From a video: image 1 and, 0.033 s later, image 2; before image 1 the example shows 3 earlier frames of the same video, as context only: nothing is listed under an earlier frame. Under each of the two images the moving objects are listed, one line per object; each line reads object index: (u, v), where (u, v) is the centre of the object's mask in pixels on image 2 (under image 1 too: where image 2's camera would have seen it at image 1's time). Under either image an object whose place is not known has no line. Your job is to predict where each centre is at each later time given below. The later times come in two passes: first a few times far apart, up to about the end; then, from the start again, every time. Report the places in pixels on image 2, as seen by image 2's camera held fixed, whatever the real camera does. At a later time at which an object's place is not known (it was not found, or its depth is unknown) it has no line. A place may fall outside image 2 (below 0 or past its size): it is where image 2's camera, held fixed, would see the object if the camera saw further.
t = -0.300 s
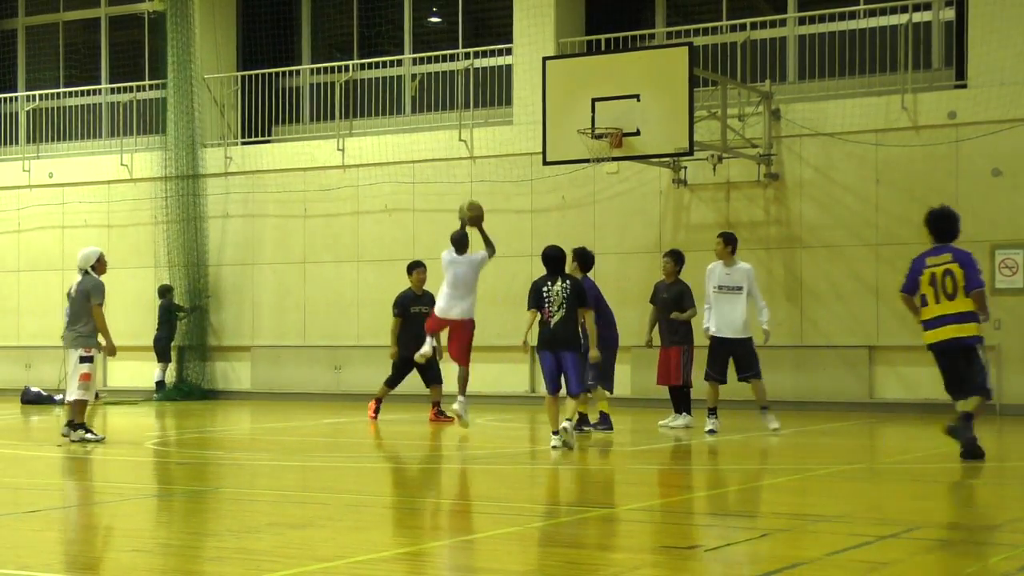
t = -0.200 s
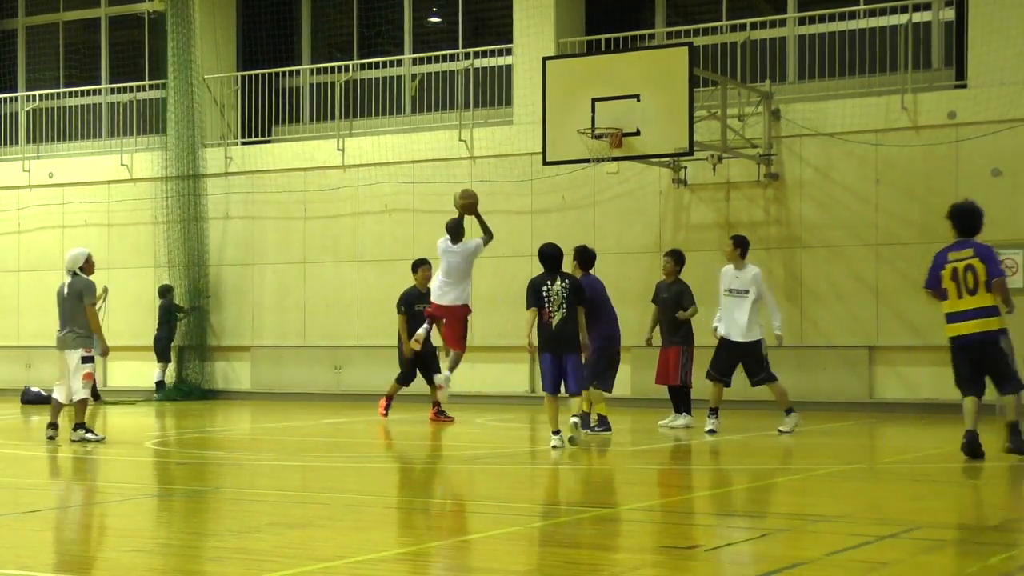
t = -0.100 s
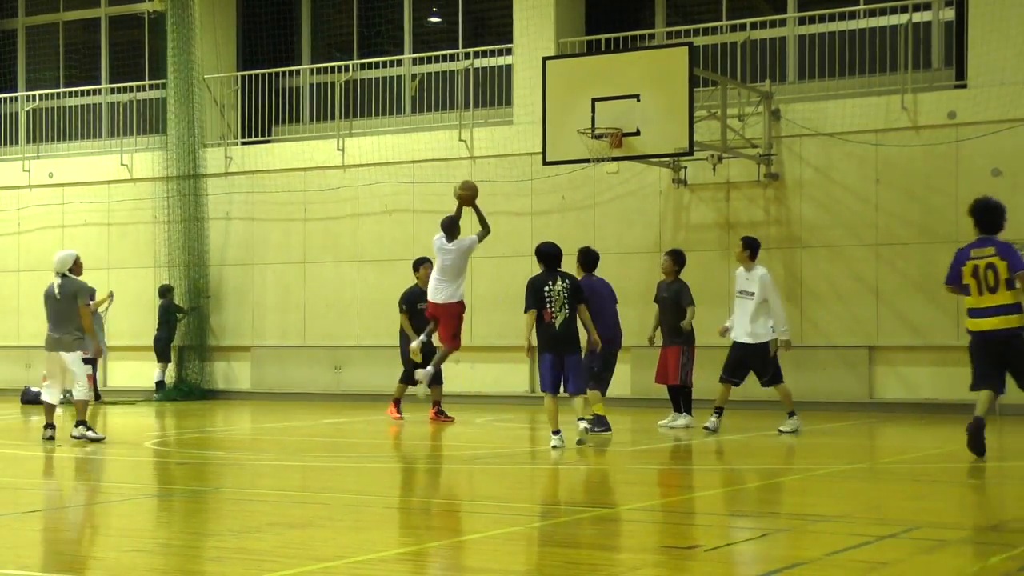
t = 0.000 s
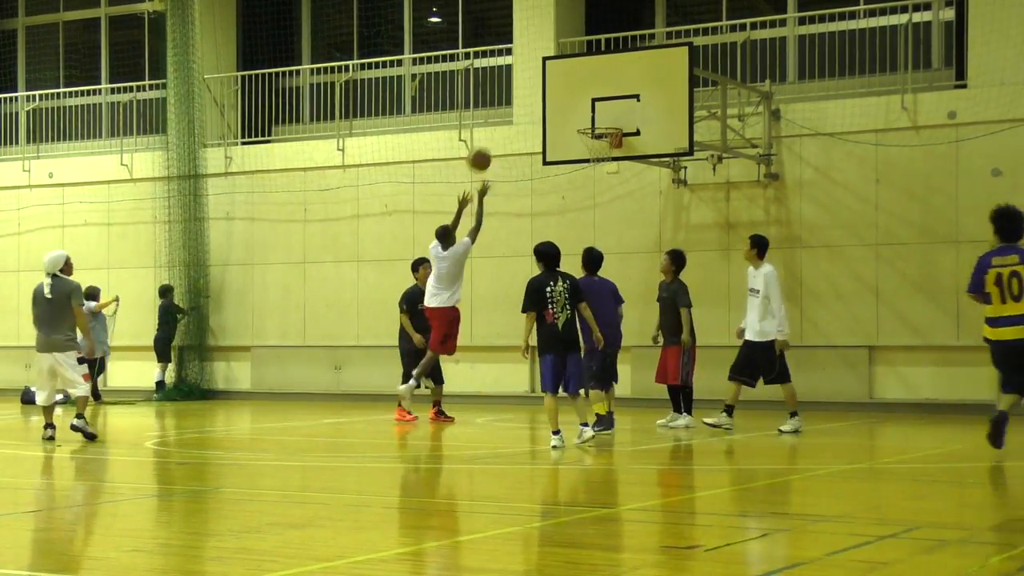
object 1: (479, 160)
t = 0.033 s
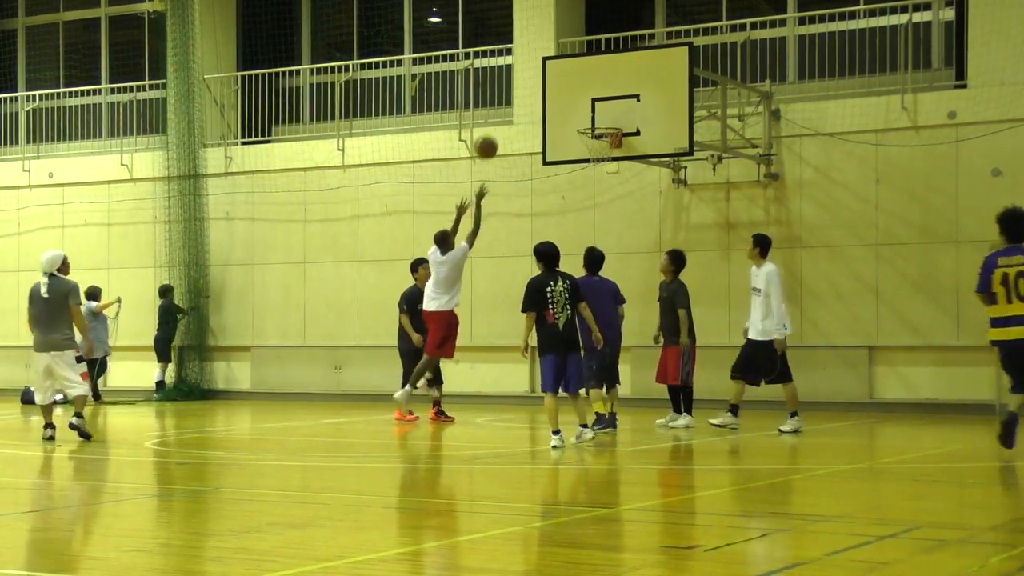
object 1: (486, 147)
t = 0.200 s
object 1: (517, 102)
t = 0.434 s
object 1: (560, 88)
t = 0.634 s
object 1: (595, 116)
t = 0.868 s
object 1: (603, 109)
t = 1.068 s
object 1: (608, 115)
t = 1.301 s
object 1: (605, 132)
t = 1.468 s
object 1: (599, 150)
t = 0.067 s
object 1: (492, 136)
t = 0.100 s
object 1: (499, 126)
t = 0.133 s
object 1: (506, 118)
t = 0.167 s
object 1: (511, 109)
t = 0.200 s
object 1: (517, 102)
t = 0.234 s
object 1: (524, 97)
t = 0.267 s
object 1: (530, 93)
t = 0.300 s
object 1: (536, 90)
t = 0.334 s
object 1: (542, 88)
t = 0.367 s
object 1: (549, 87)
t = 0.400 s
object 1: (554, 87)
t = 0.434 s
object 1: (560, 88)
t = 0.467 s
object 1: (566, 91)
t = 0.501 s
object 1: (572, 93)
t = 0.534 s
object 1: (577, 98)
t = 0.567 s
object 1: (584, 103)
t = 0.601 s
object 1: (590, 109)
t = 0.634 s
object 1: (595, 116)
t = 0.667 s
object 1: (597, 114)
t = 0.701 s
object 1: (597, 111)
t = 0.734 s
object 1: (599, 108)
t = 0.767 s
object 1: (600, 107)
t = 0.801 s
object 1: (600, 107)
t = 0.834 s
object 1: (601, 108)
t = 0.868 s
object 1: (603, 109)
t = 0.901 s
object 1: (604, 112)
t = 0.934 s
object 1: (605, 116)
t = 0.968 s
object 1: (606, 115)
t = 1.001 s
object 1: (607, 114)
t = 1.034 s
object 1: (607, 114)
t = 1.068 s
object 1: (608, 115)
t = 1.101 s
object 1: (610, 117)
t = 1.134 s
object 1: (611, 119)
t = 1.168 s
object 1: (610, 120)
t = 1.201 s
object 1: (609, 120)
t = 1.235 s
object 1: (609, 121)
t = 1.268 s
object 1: (609, 122)
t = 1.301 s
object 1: (605, 132)
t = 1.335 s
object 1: (604, 138)
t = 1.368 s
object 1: (603, 145)
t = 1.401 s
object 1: (602, 147)
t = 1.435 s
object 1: (600, 150)
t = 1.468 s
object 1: (599, 150)
